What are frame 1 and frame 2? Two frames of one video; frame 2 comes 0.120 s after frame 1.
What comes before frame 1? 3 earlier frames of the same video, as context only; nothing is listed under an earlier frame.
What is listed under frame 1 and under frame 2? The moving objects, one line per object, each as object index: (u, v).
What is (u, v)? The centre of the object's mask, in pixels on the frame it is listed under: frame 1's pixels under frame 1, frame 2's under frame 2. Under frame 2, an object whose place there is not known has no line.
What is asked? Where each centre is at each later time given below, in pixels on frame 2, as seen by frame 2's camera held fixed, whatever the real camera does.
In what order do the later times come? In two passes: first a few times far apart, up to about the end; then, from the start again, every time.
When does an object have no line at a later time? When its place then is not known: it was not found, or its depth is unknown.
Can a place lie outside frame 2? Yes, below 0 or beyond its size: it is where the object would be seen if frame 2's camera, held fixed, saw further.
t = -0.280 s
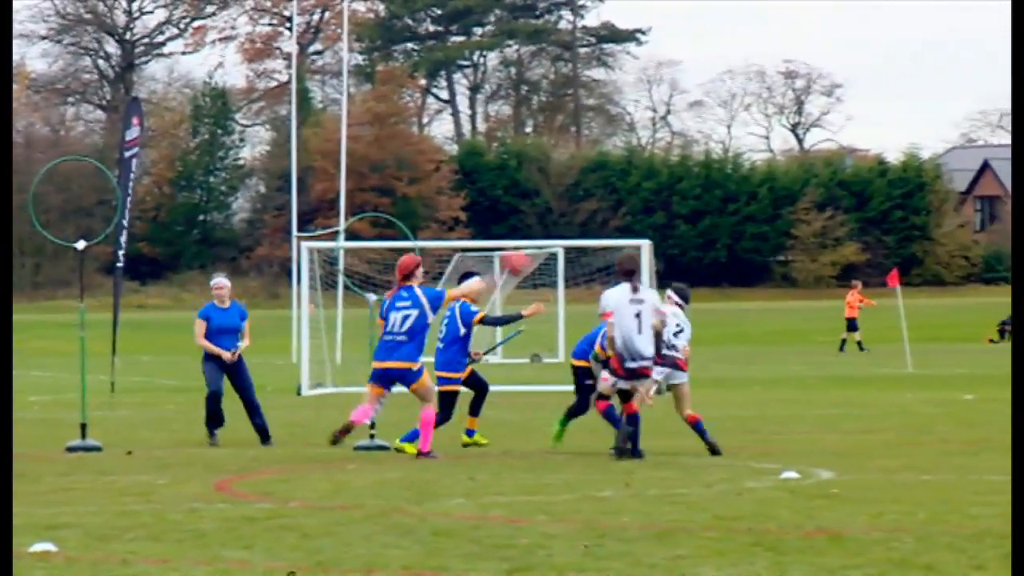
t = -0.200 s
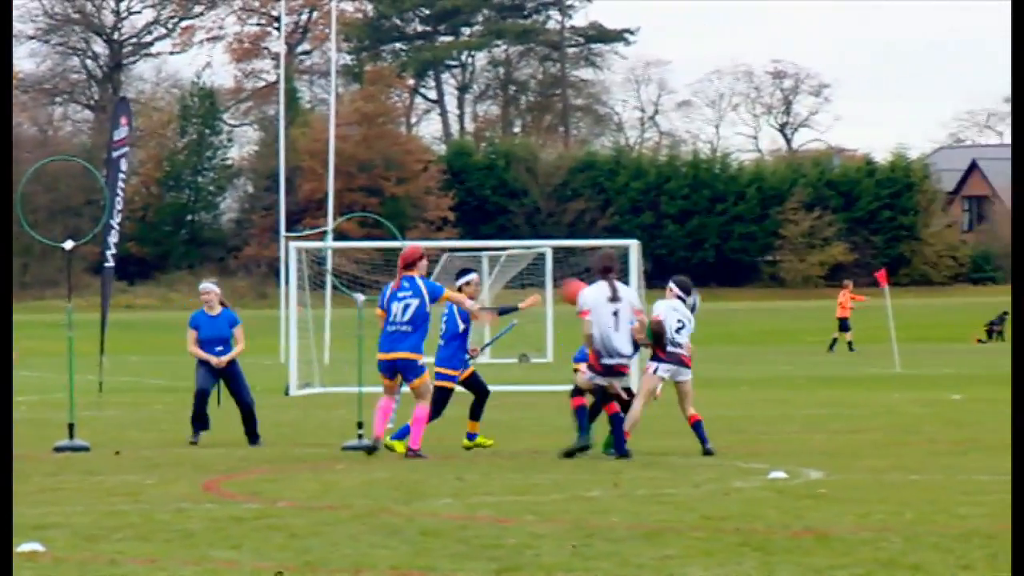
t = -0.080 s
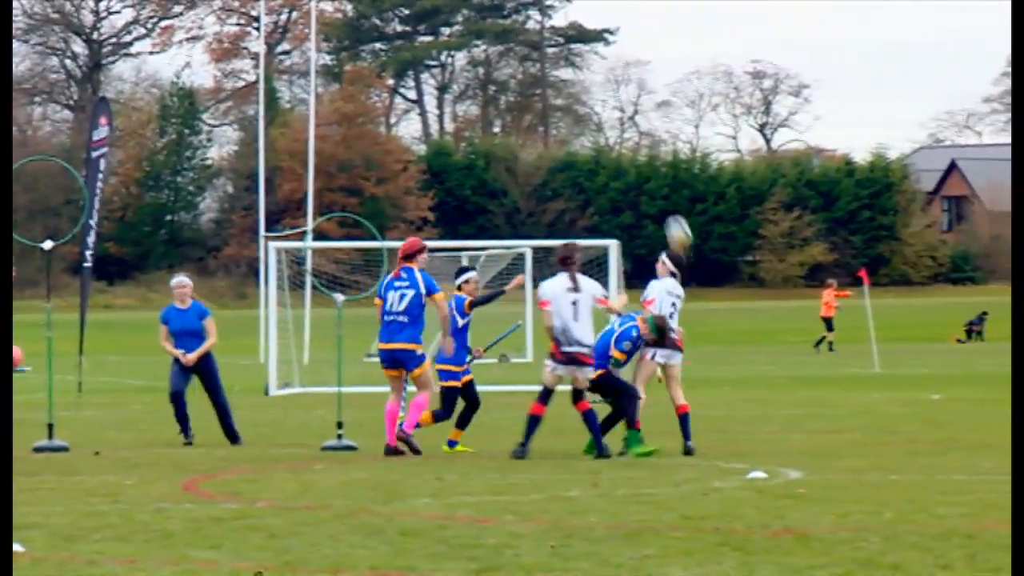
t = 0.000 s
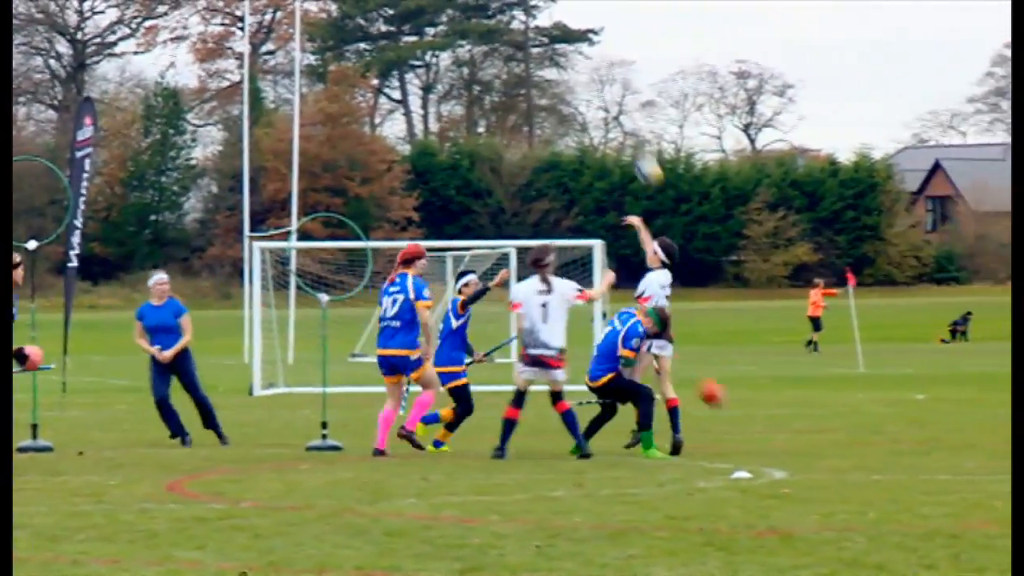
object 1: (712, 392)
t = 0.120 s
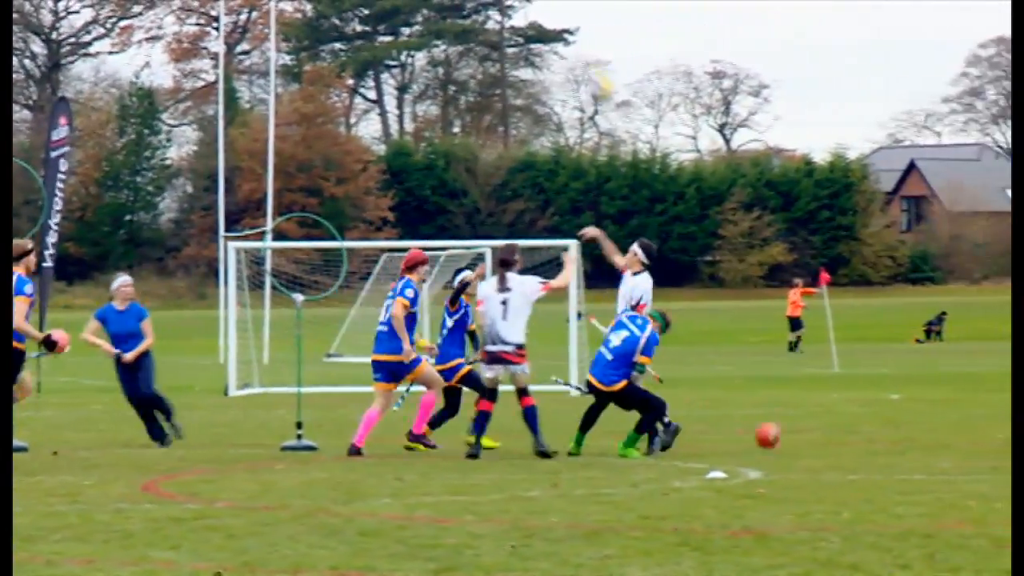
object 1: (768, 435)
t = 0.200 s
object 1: (792, 411)
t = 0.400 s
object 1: (851, 384)
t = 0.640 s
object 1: (919, 413)
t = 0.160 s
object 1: (779, 422)
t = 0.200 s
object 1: (792, 411)
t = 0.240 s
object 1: (804, 402)
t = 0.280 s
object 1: (815, 395)
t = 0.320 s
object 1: (826, 389)
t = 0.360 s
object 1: (839, 386)
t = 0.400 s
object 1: (851, 384)
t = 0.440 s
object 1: (862, 384)
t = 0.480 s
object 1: (873, 387)
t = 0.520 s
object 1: (885, 391)
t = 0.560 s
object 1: (897, 396)
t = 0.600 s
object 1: (908, 403)
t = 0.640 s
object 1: (919, 413)
